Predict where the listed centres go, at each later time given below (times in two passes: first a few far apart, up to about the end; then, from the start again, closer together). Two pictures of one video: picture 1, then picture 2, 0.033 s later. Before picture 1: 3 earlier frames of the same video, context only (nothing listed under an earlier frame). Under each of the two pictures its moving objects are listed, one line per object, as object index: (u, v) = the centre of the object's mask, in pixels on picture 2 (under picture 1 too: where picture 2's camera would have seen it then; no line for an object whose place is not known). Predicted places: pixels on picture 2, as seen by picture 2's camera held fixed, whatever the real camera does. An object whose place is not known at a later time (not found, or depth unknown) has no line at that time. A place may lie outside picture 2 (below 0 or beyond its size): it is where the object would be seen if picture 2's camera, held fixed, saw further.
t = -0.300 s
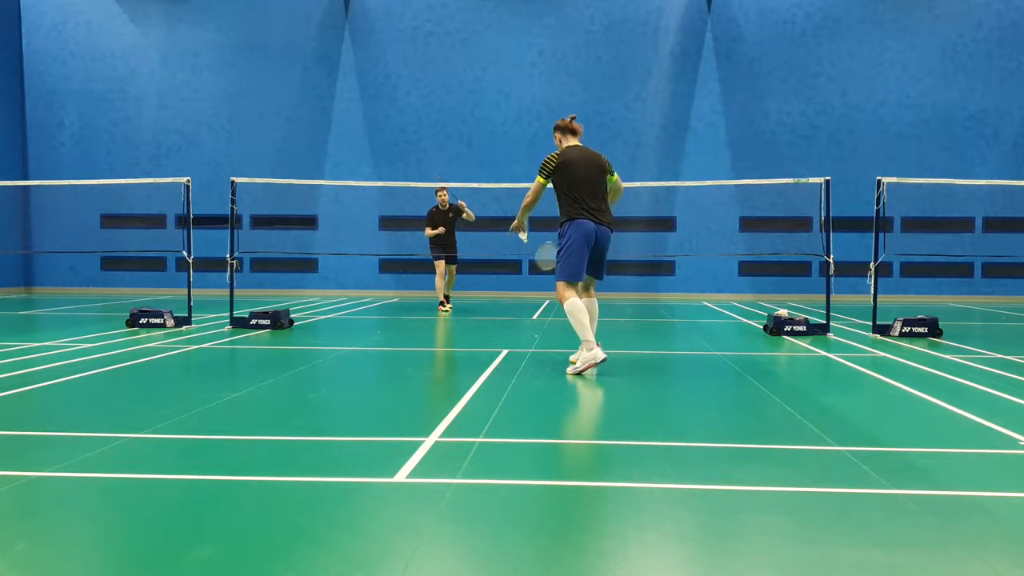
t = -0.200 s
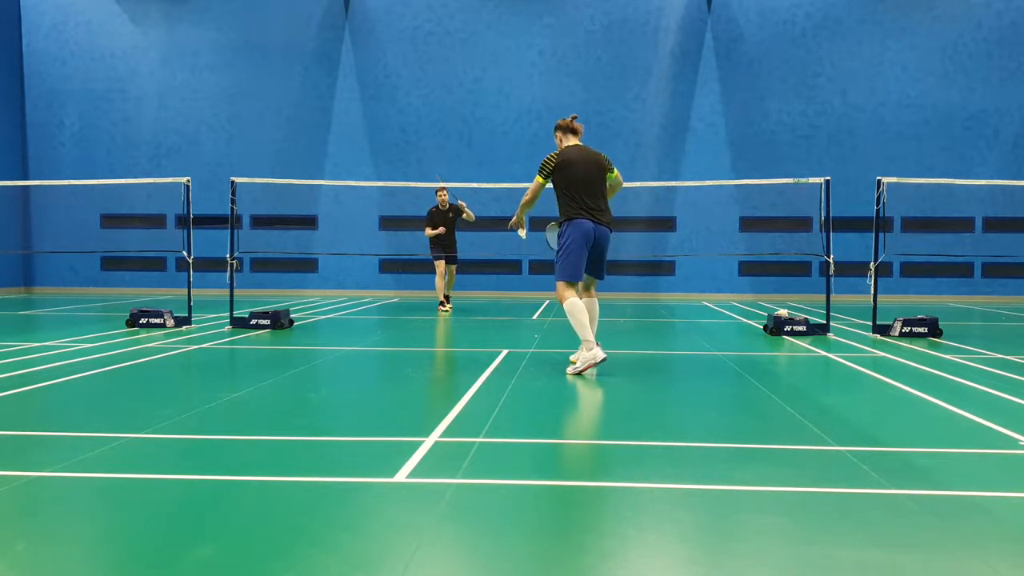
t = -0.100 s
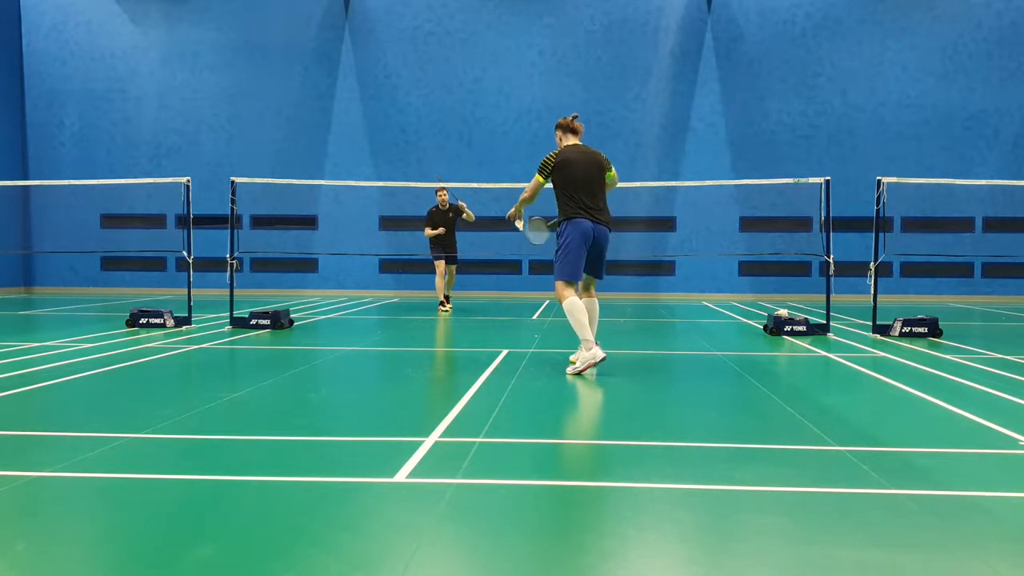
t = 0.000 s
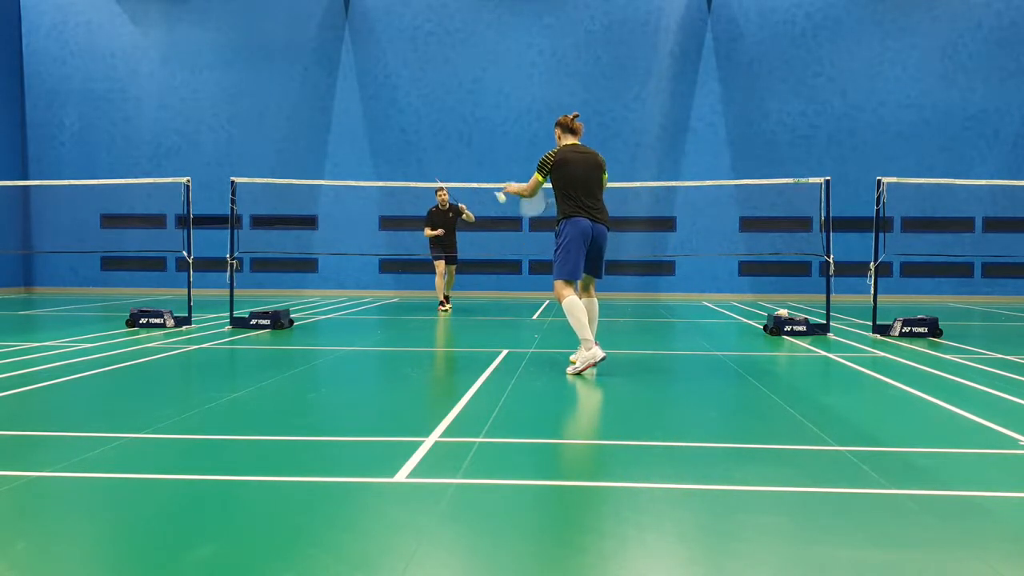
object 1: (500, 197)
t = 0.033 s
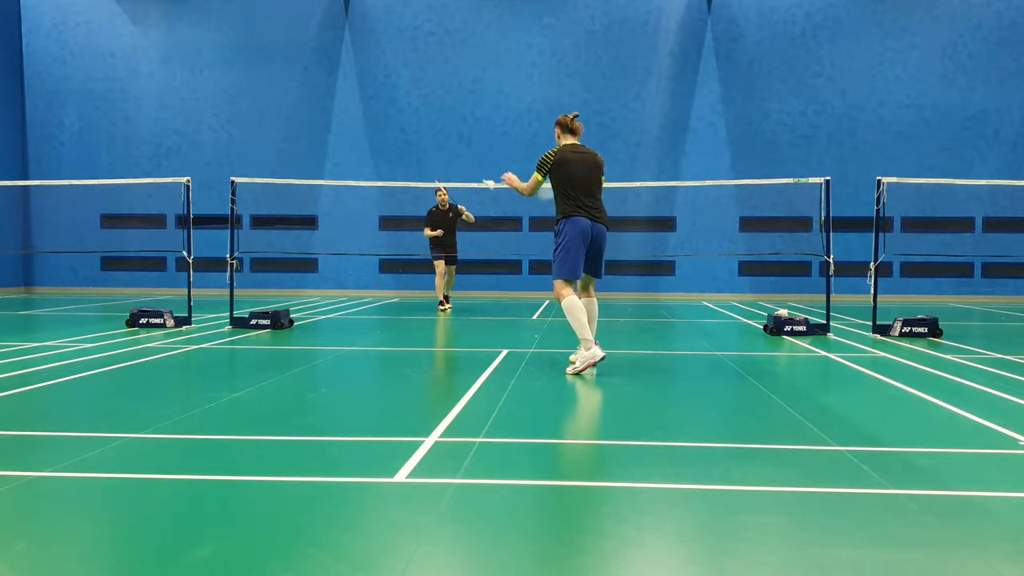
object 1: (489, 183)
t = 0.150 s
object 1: (466, 160)
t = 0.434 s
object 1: (438, 171)
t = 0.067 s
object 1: (476, 174)
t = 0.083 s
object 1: (472, 170)
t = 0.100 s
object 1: (469, 167)
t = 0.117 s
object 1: (468, 164)
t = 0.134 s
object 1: (467, 162)
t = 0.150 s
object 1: (466, 160)
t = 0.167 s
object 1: (465, 158)
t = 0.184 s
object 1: (463, 157)
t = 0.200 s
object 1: (460, 157)
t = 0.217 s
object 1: (458, 157)
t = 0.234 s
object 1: (456, 157)
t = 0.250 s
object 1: (454, 157)
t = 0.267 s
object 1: (452, 157)
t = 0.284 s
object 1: (450, 157)
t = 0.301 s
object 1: (449, 158)
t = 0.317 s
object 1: (447, 159)
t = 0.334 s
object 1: (446, 160)
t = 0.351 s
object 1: (444, 162)
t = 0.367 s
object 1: (443, 163)
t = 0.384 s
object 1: (442, 165)
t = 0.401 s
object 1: (441, 167)
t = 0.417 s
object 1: (439, 169)
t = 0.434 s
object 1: (438, 171)
